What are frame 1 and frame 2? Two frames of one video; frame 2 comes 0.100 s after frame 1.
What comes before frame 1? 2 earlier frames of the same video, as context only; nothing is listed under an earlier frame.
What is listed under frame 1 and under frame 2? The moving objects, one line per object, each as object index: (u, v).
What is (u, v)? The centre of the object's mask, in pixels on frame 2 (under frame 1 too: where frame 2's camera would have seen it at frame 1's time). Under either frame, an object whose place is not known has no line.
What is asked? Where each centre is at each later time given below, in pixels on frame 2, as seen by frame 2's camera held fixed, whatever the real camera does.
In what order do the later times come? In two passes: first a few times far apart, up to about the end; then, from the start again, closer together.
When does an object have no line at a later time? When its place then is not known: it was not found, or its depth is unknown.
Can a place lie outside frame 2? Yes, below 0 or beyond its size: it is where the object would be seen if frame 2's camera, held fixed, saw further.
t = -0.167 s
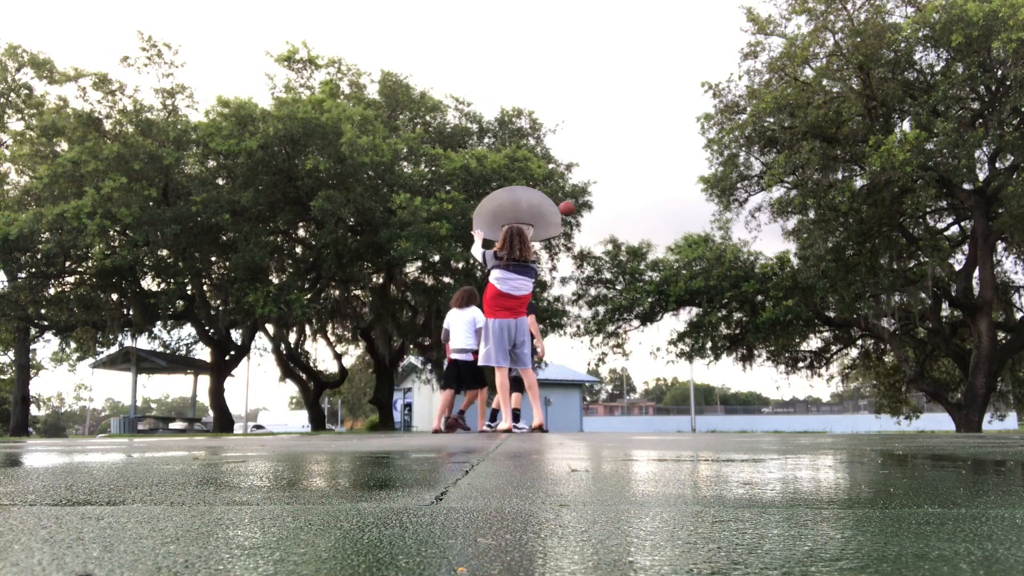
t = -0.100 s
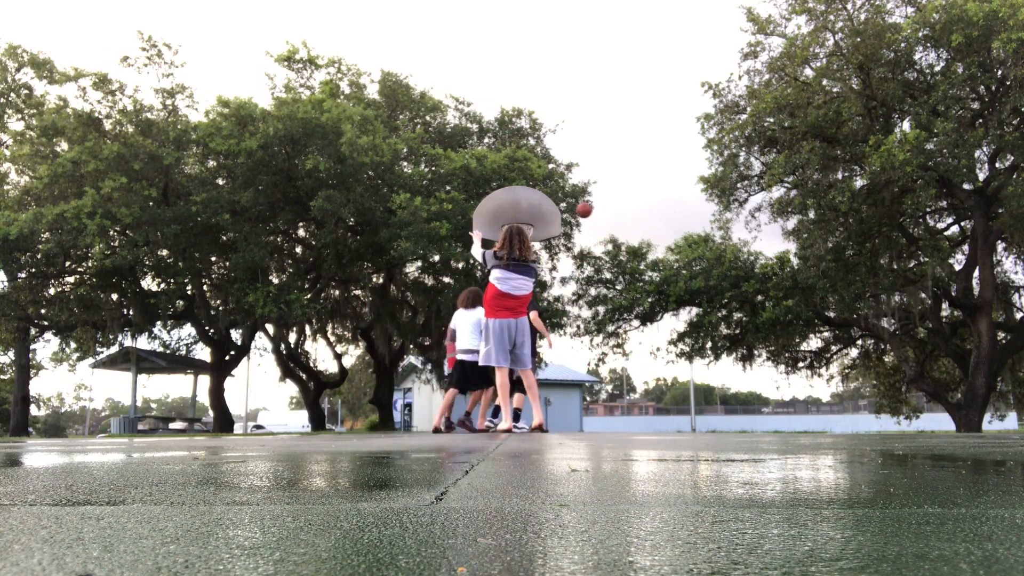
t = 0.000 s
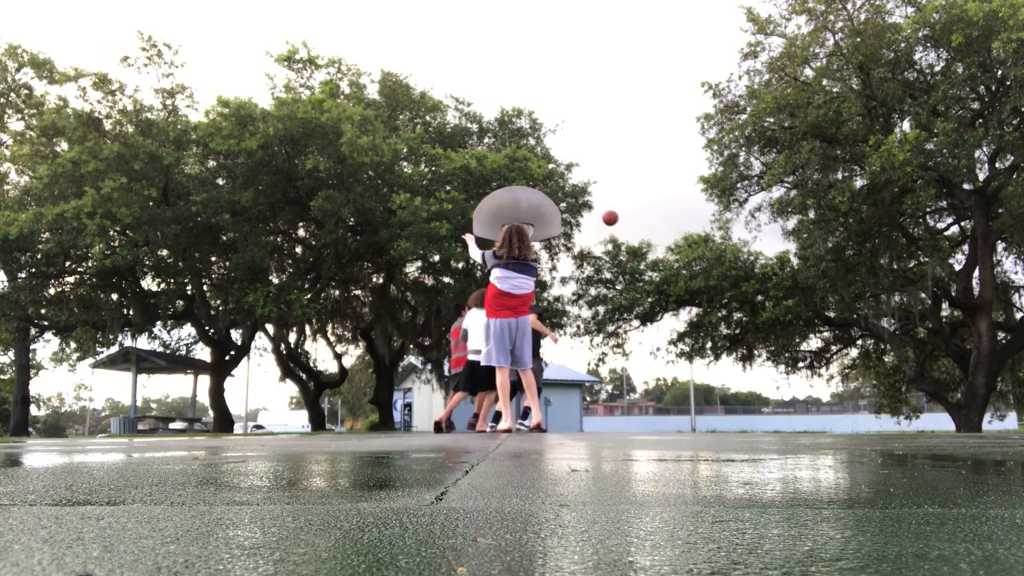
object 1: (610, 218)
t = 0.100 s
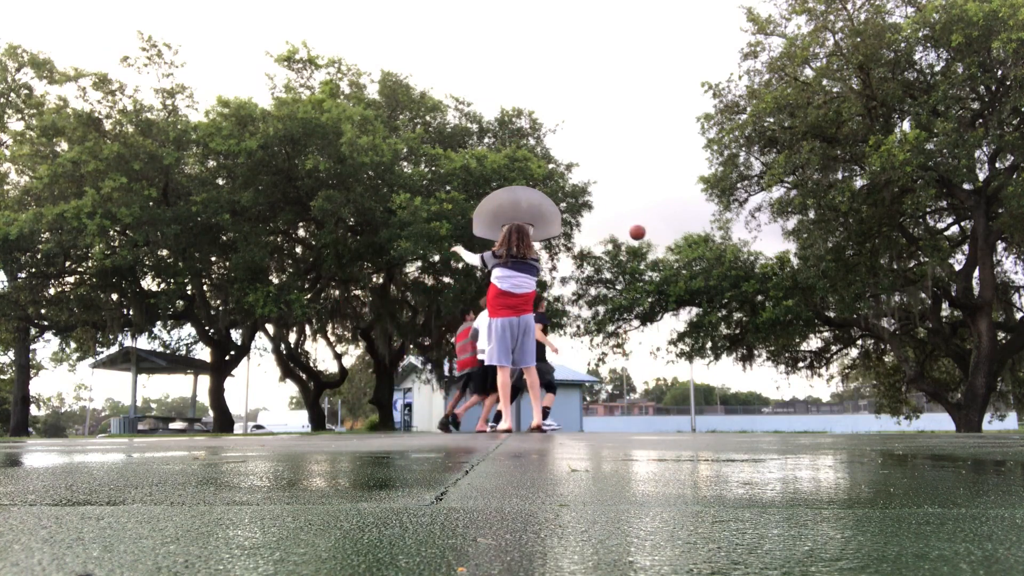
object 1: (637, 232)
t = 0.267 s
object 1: (684, 272)
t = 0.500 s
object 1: (757, 363)
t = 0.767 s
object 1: (821, 359)
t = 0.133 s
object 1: (647, 239)
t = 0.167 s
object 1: (656, 246)
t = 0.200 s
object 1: (665, 254)
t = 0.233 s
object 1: (675, 262)
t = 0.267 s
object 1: (684, 272)
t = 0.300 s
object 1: (694, 282)
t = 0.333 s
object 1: (704, 294)
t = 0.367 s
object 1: (714, 305)
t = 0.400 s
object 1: (724, 318)
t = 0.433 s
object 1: (735, 333)
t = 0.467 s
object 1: (746, 347)
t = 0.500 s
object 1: (757, 363)
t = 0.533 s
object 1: (768, 381)
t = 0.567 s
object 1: (779, 398)
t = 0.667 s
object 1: (804, 401)
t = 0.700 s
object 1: (810, 386)
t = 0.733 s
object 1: (816, 372)
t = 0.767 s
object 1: (821, 359)
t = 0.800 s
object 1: (827, 349)
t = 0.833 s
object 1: (834, 337)
